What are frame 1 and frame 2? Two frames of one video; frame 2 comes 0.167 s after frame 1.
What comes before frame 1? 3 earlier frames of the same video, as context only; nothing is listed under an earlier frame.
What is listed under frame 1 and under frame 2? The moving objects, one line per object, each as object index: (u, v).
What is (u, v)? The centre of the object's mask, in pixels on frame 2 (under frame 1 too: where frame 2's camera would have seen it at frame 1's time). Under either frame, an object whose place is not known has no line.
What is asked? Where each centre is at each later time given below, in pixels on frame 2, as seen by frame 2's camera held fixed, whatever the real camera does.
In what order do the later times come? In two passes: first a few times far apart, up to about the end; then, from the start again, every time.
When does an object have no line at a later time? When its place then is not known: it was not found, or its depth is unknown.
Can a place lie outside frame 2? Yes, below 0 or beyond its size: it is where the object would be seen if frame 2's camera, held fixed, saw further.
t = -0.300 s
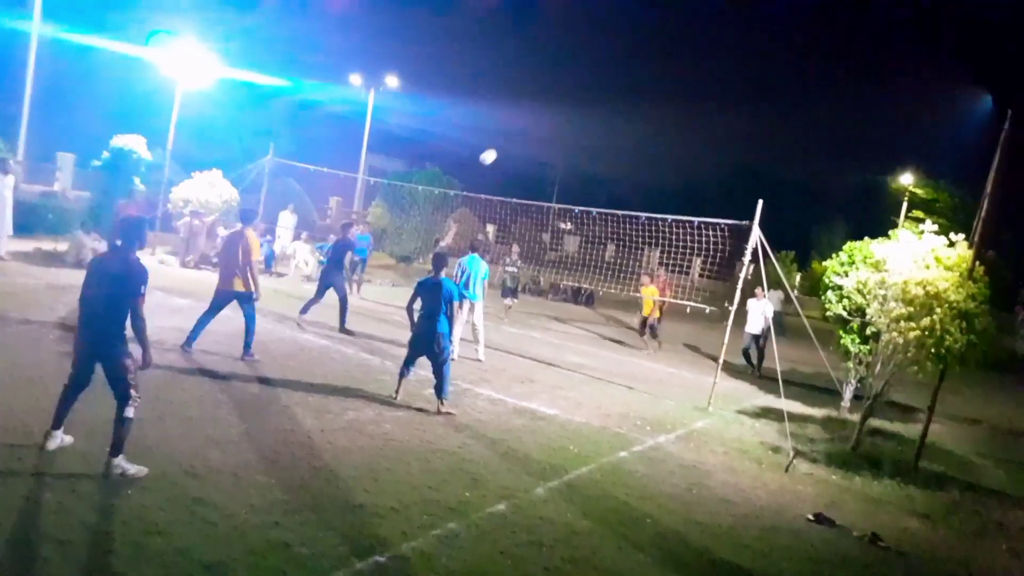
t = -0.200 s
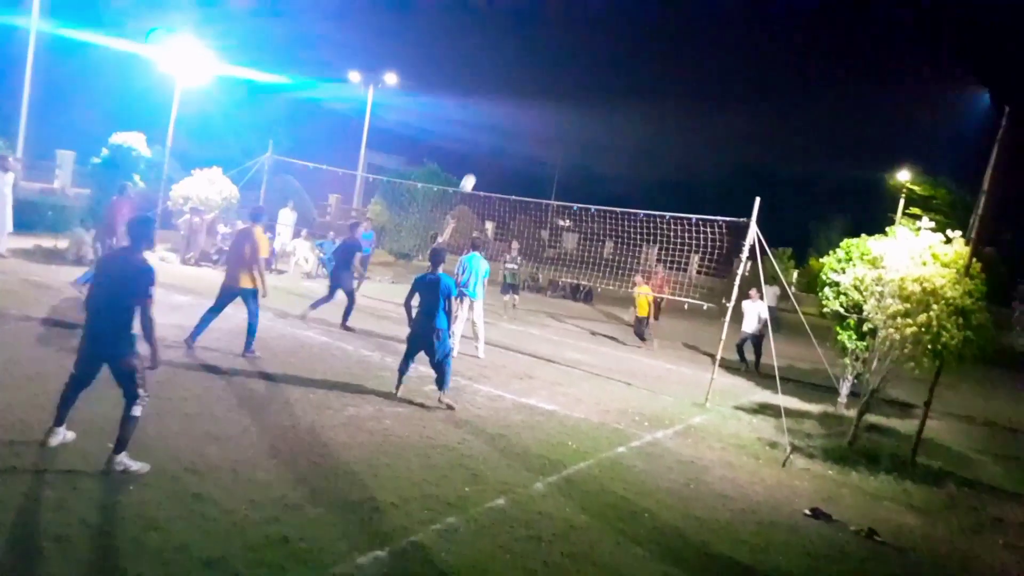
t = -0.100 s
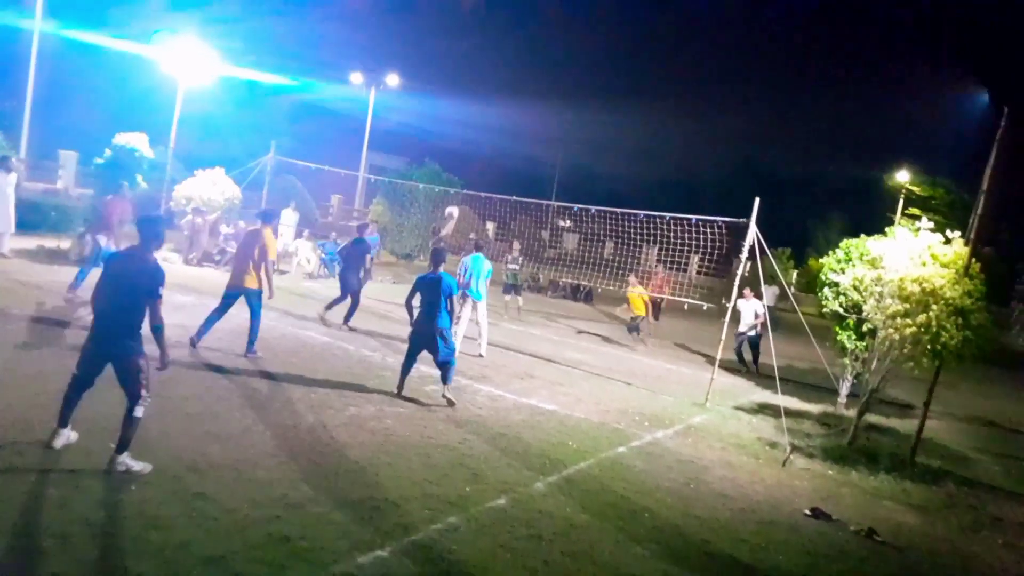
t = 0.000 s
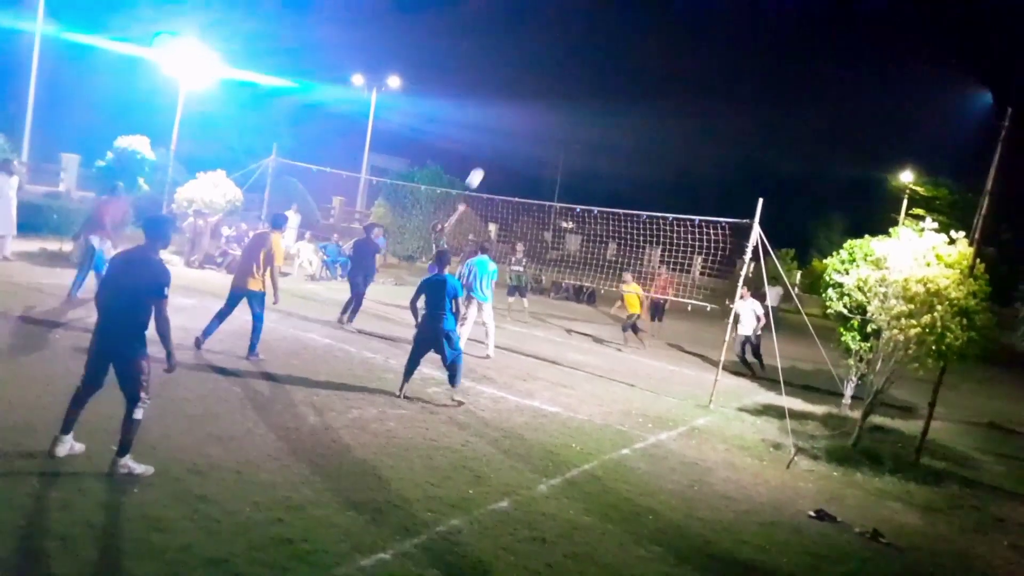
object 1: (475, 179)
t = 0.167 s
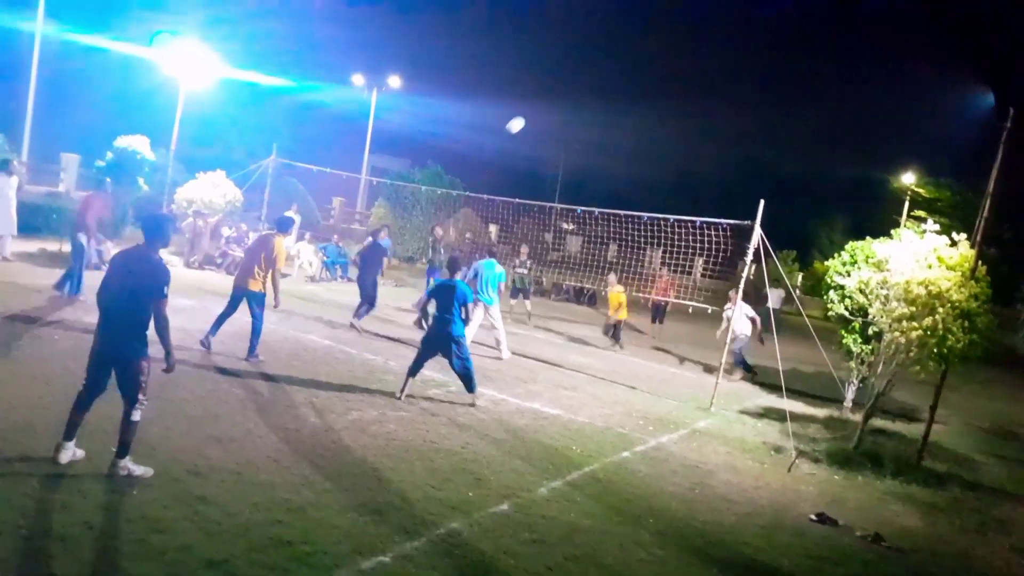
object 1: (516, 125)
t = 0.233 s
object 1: (531, 108)
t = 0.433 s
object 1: (575, 72)
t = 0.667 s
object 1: (621, 59)
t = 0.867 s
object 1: (656, 75)
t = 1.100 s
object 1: (690, 123)
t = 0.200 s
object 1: (523, 116)
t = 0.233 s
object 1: (531, 108)
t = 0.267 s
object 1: (539, 100)
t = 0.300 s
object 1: (546, 93)
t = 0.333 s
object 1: (554, 87)
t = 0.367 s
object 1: (561, 81)
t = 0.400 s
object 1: (568, 76)
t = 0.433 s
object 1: (575, 72)
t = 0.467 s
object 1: (582, 68)
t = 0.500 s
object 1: (589, 65)
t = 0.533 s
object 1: (596, 63)
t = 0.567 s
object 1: (602, 61)
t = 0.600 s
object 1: (609, 59)
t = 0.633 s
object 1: (615, 59)
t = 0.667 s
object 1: (621, 59)
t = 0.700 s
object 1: (627, 60)
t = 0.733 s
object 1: (633, 61)
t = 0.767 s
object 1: (639, 64)
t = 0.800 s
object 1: (645, 67)
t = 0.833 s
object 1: (651, 70)
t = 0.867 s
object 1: (656, 75)
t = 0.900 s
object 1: (661, 80)
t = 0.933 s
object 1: (667, 85)
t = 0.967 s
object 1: (672, 91)
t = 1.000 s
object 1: (677, 98)
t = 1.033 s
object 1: (682, 106)
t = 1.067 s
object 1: (686, 114)
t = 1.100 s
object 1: (690, 123)
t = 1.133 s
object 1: (694, 132)
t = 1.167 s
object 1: (698, 142)
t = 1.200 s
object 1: (702, 153)
